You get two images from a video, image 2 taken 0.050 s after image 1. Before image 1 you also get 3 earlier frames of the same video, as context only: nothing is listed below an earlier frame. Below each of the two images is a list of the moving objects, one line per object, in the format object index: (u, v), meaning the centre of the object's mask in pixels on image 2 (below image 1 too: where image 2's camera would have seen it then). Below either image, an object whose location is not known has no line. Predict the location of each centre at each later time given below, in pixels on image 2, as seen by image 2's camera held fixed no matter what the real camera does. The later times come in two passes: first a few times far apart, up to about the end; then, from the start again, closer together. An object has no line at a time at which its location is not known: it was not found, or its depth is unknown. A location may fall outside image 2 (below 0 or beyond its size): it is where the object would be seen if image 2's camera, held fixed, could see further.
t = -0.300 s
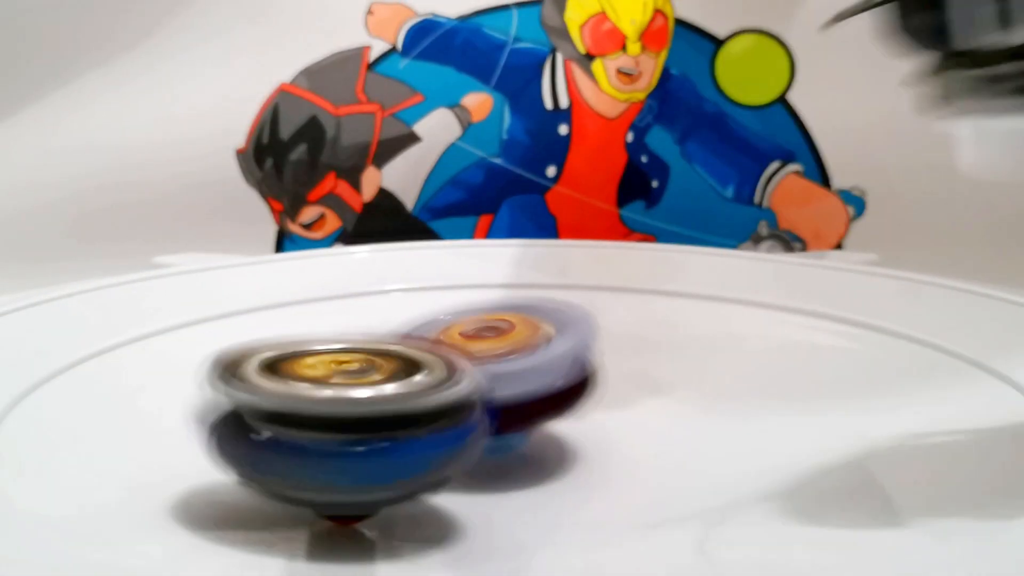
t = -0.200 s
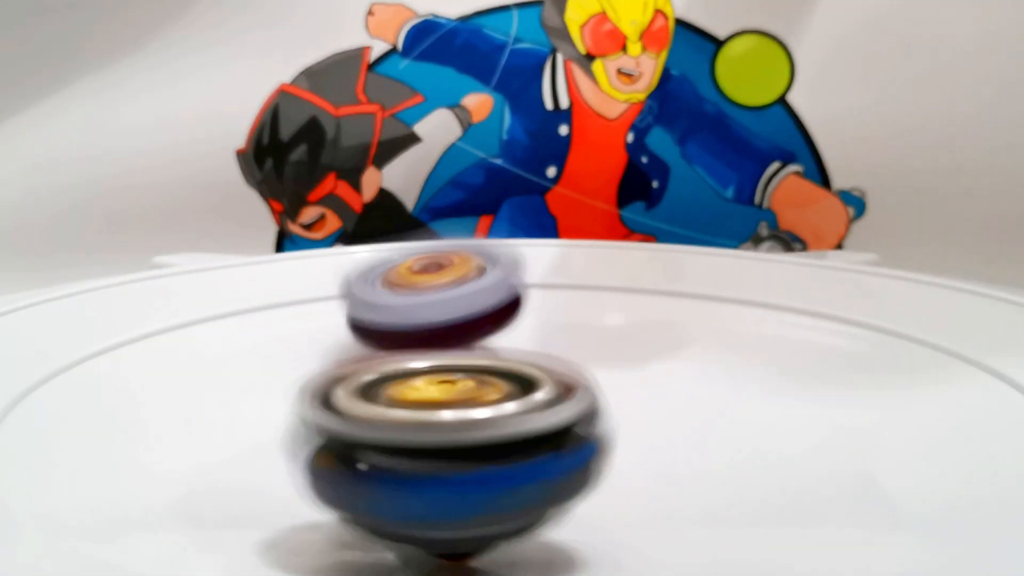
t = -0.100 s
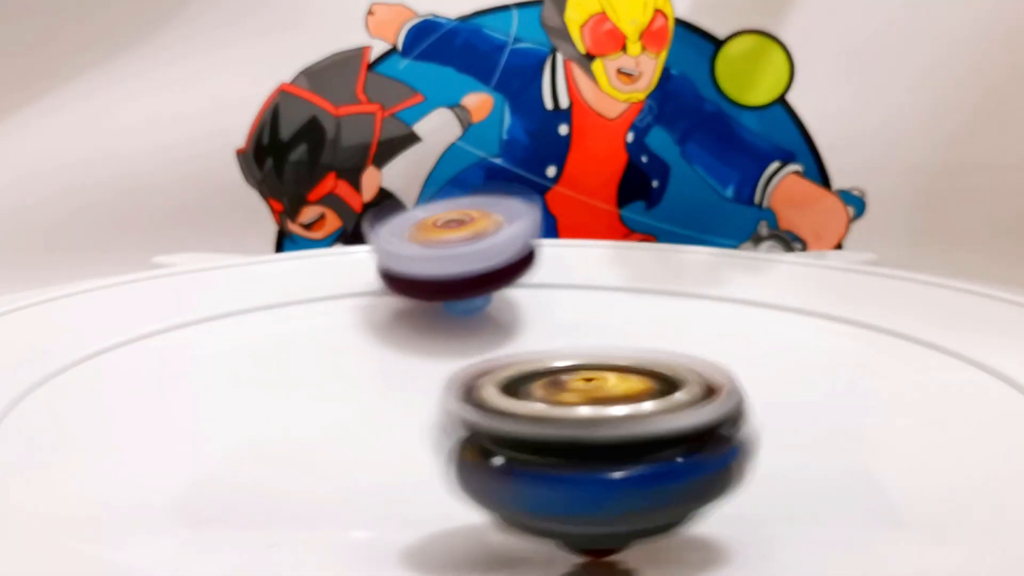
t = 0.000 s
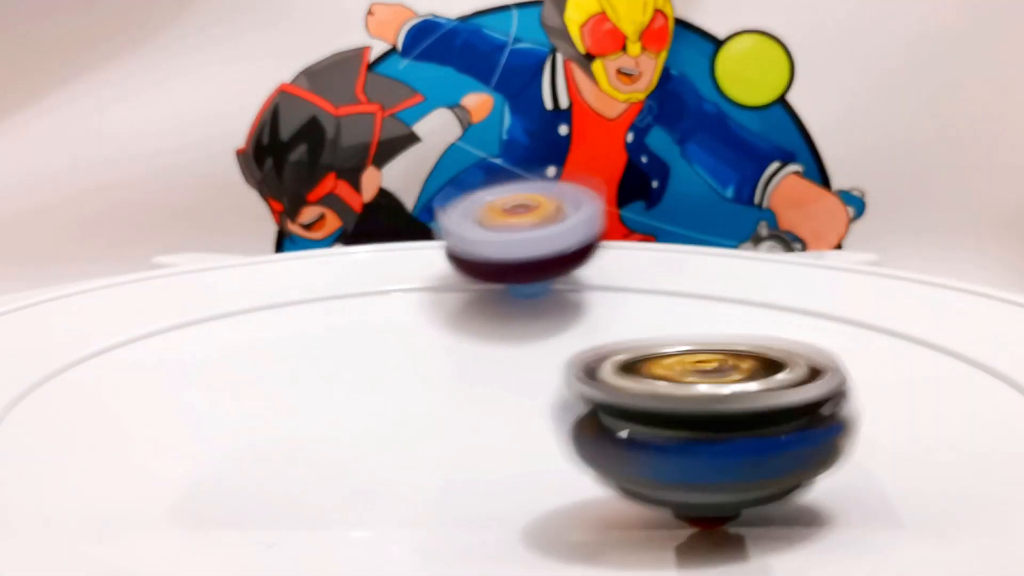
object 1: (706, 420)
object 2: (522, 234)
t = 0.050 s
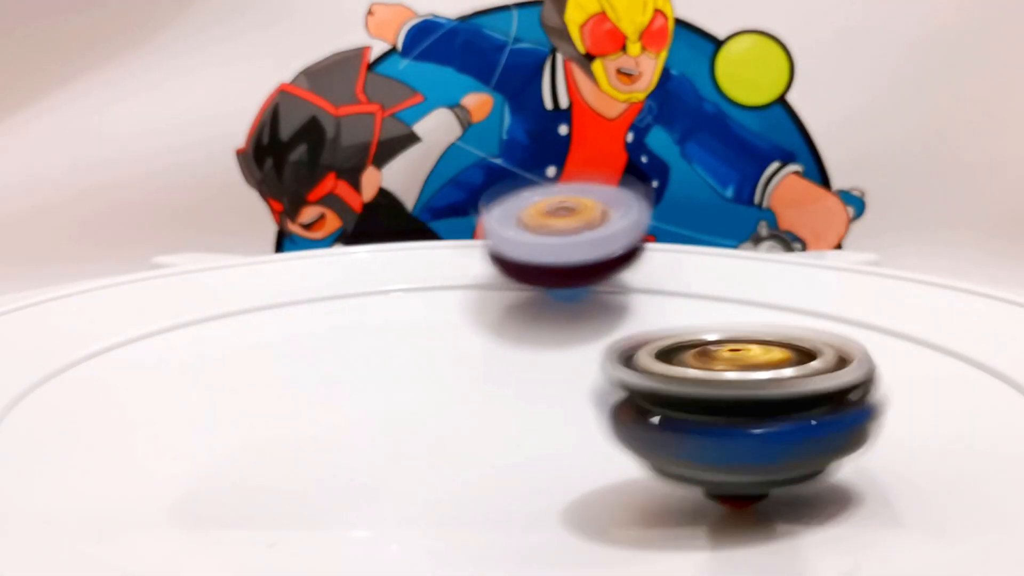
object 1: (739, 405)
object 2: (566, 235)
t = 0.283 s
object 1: (731, 388)
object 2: (670, 262)
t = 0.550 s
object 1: (729, 430)
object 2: (461, 325)
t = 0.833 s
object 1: (731, 412)
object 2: (267, 318)
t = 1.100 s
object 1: (456, 399)
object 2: (236, 304)
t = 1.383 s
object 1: (538, 456)
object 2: (335, 313)
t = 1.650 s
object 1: (740, 403)
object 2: (384, 408)
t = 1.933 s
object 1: (501, 352)
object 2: (132, 397)
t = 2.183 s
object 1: (491, 278)
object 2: (77, 383)
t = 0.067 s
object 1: (748, 400)
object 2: (580, 237)
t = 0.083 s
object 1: (753, 395)
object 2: (596, 239)
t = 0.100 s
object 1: (754, 390)
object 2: (611, 241)
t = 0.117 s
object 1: (756, 385)
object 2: (625, 244)
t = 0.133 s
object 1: (757, 379)
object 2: (641, 248)
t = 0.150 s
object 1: (752, 374)
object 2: (656, 251)
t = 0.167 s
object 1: (749, 369)
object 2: (670, 253)
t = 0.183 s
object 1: (743, 365)
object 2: (684, 255)
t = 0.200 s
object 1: (734, 361)
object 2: (696, 258)
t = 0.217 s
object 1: (725, 358)
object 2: (704, 260)
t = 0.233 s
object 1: (728, 365)
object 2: (697, 261)
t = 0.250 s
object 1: (729, 373)
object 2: (689, 261)
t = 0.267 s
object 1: (733, 381)
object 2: (680, 261)
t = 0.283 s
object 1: (731, 388)
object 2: (670, 262)
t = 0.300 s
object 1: (731, 396)
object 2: (661, 263)
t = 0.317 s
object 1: (730, 402)
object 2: (651, 266)
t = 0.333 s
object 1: (725, 406)
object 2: (642, 268)
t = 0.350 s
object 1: (724, 411)
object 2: (635, 272)
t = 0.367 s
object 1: (721, 415)
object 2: (626, 277)
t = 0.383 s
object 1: (719, 420)
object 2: (615, 283)
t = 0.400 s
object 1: (719, 422)
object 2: (603, 289)
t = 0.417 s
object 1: (714, 424)
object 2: (589, 294)
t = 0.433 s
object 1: (715, 425)
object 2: (574, 299)
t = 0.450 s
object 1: (717, 426)
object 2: (559, 305)
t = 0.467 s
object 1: (717, 429)
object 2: (545, 310)
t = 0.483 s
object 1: (720, 429)
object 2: (529, 314)
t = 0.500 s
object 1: (719, 429)
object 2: (512, 317)
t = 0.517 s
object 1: (723, 429)
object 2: (496, 320)
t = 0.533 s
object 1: (727, 429)
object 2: (479, 323)
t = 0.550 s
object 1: (729, 430)
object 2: (461, 325)
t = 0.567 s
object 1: (734, 430)
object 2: (445, 327)
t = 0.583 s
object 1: (736, 428)
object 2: (429, 328)
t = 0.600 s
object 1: (740, 428)
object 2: (414, 329)
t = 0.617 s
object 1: (745, 428)
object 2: (399, 331)
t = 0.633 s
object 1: (748, 428)
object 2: (384, 329)
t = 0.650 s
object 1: (752, 427)
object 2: (370, 329)
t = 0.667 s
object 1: (756, 426)
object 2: (356, 328)
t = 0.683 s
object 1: (758, 425)
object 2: (346, 327)
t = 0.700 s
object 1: (760, 425)
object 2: (336, 326)
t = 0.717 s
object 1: (763, 424)
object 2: (325, 326)
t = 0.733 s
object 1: (763, 422)
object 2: (314, 326)
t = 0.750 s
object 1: (763, 421)
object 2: (306, 324)
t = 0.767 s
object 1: (762, 420)
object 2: (296, 323)
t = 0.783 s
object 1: (756, 418)
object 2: (289, 322)
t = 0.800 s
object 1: (752, 416)
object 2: (282, 320)
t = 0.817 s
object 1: (742, 414)
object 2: (274, 319)
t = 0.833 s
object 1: (731, 412)
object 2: (267, 318)
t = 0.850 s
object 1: (718, 412)
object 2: (261, 317)
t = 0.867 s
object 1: (704, 410)
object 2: (255, 315)
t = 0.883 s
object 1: (687, 408)
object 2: (251, 315)
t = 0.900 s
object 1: (671, 408)
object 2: (248, 313)
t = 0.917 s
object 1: (652, 407)
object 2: (244, 312)
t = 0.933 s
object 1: (632, 407)
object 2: (241, 311)
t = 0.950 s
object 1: (613, 406)
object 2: (238, 310)
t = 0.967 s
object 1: (592, 405)
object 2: (236, 309)
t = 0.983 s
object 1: (574, 404)
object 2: (236, 308)
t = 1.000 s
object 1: (557, 404)
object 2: (236, 307)
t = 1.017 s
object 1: (537, 403)
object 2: (235, 306)
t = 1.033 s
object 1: (519, 401)
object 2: (234, 306)
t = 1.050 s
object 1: (503, 402)
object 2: (234, 305)
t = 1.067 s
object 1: (486, 401)
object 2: (234, 305)
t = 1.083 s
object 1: (470, 401)
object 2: (235, 305)
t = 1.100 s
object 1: (456, 399)
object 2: (236, 304)
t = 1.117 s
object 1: (441, 398)
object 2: (237, 304)
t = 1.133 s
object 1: (426, 398)
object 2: (237, 304)
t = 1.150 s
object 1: (413, 398)
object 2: (239, 303)
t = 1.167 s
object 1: (402, 398)
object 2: (243, 303)
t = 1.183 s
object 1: (391, 396)
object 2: (248, 303)
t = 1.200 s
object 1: (380, 397)
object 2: (253, 303)
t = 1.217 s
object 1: (369, 397)
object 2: (260, 302)
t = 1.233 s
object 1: (361, 397)
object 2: (265, 303)
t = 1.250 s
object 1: (371, 406)
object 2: (267, 300)
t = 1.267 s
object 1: (382, 413)
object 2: (268, 299)
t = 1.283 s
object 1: (398, 423)
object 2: (273, 301)
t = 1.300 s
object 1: (411, 431)
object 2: (277, 300)
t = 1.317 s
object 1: (449, 443)
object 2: (291, 300)
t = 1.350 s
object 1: (489, 453)
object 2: (314, 304)
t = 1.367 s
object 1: (516, 456)
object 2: (324, 308)
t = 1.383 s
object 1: (538, 456)
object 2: (335, 313)
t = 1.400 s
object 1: (560, 455)
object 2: (346, 319)
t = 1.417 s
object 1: (586, 457)
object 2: (358, 325)
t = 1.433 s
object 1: (612, 455)
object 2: (367, 332)
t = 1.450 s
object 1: (635, 453)
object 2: (375, 338)
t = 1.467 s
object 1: (656, 451)
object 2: (381, 343)
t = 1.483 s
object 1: (677, 449)
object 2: (388, 351)
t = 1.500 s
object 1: (698, 445)
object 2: (393, 358)
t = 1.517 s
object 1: (713, 441)
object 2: (398, 364)
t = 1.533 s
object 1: (725, 436)
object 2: (401, 371)
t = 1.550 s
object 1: (736, 433)
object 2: (403, 377)
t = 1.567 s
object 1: (747, 428)
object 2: (404, 383)
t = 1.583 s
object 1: (749, 422)
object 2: (403, 390)
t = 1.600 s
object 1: (749, 417)
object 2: (401, 395)
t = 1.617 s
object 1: (748, 413)
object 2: (395, 400)
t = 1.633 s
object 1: (748, 409)
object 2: (391, 403)
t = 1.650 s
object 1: (740, 403)
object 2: (384, 408)
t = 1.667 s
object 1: (730, 398)
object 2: (376, 412)
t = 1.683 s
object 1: (721, 395)
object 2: (365, 415)
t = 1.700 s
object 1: (712, 391)
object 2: (354, 416)
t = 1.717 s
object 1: (700, 387)
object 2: (342, 420)
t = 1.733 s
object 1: (686, 383)
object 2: (327, 422)
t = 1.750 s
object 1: (674, 380)
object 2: (312, 423)
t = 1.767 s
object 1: (661, 377)
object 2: (293, 423)
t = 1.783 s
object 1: (646, 374)
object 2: (278, 423)
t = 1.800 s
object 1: (629, 370)
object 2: (260, 422)
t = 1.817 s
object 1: (613, 368)
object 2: (242, 421)
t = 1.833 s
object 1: (598, 365)
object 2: (222, 420)
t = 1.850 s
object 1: (583, 363)
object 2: (205, 417)
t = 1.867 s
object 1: (566, 360)
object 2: (186, 414)
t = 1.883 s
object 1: (549, 358)
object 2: (169, 410)
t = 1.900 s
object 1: (534, 356)
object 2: (150, 406)
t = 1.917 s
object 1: (518, 354)
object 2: (139, 401)
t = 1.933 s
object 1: (501, 352)
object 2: (132, 397)
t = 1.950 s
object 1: (485, 350)
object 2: (127, 393)
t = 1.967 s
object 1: (470, 349)
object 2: (124, 388)
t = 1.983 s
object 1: (454, 347)
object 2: (123, 383)
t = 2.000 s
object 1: (438, 346)
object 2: (127, 379)
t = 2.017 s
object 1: (421, 344)
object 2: (138, 375)
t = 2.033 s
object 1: (409, 344)
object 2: (151, 373)
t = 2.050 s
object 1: (398, 343)
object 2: (175, 372)
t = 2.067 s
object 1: (390, 340)
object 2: (195, 370)
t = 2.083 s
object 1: (390, 335)
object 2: (181, 374)
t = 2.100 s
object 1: (407, 325)
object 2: (145, 374)
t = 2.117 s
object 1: (427, 314)
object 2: (118, 378)
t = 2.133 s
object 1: (446, 305)
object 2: (103, 382)
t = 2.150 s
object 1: (463, 295)
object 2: (88, 383)
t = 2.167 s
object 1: (478, 286)
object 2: (81, 384)
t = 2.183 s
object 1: (491, 278)
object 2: (77, 383)
